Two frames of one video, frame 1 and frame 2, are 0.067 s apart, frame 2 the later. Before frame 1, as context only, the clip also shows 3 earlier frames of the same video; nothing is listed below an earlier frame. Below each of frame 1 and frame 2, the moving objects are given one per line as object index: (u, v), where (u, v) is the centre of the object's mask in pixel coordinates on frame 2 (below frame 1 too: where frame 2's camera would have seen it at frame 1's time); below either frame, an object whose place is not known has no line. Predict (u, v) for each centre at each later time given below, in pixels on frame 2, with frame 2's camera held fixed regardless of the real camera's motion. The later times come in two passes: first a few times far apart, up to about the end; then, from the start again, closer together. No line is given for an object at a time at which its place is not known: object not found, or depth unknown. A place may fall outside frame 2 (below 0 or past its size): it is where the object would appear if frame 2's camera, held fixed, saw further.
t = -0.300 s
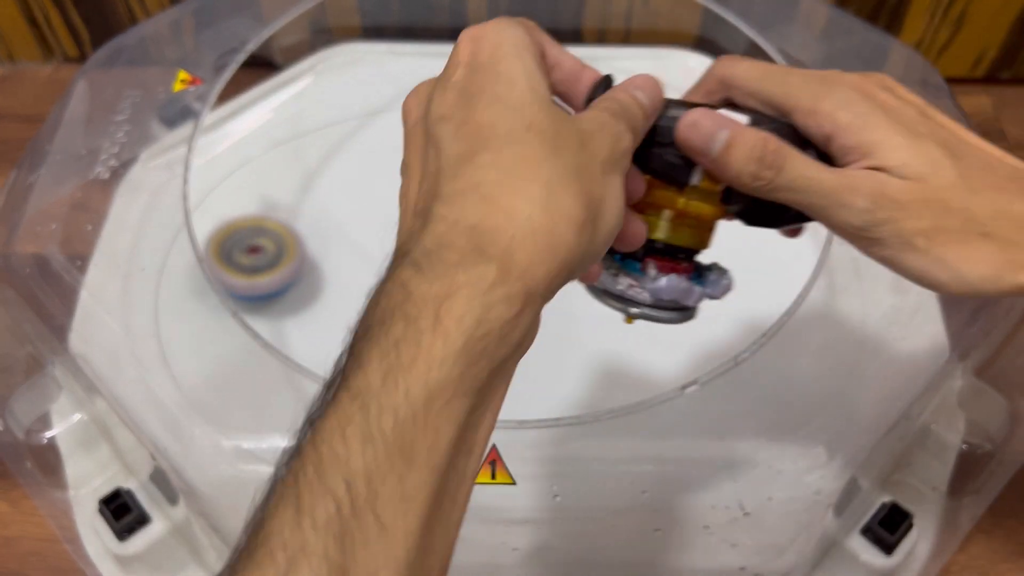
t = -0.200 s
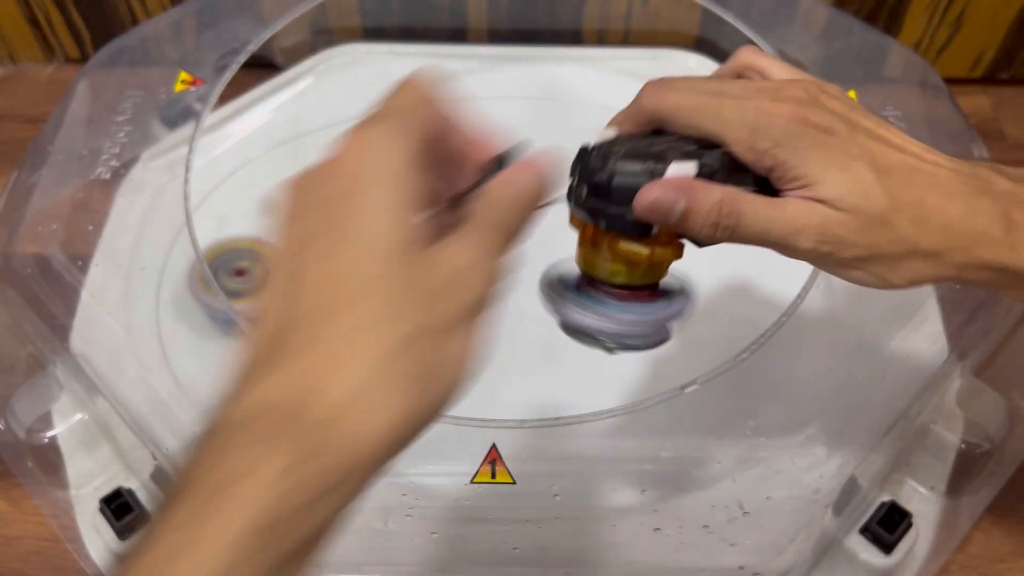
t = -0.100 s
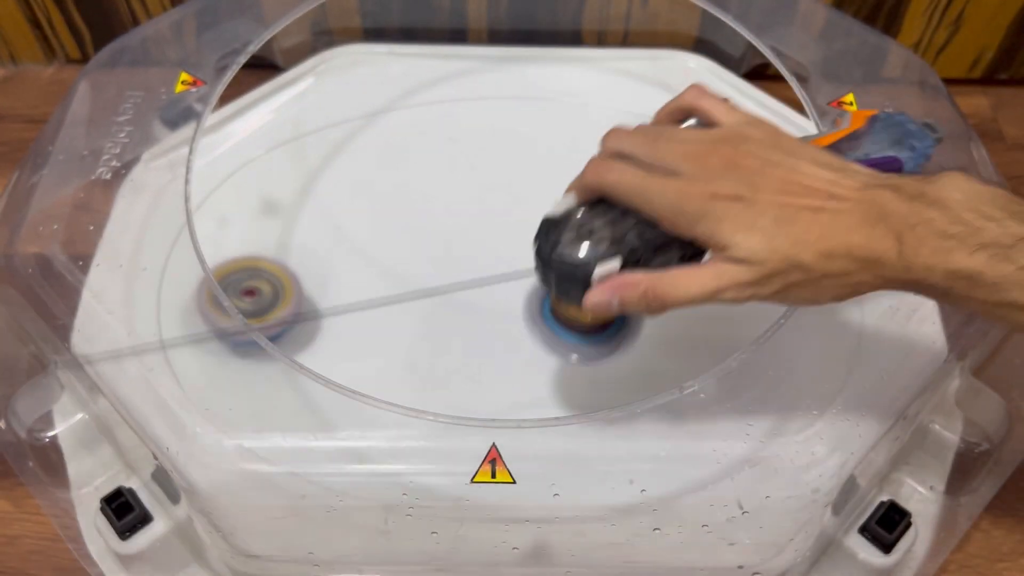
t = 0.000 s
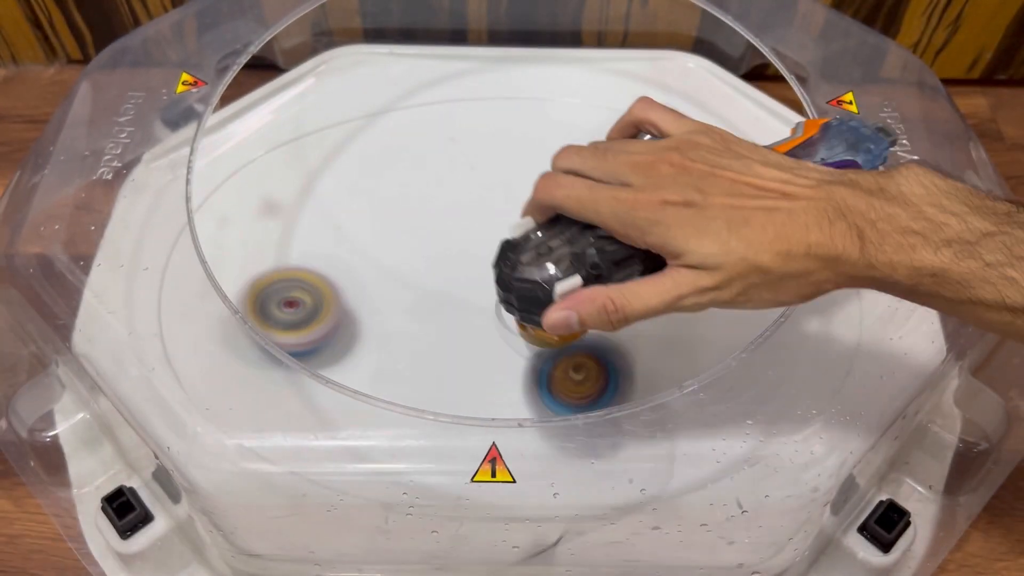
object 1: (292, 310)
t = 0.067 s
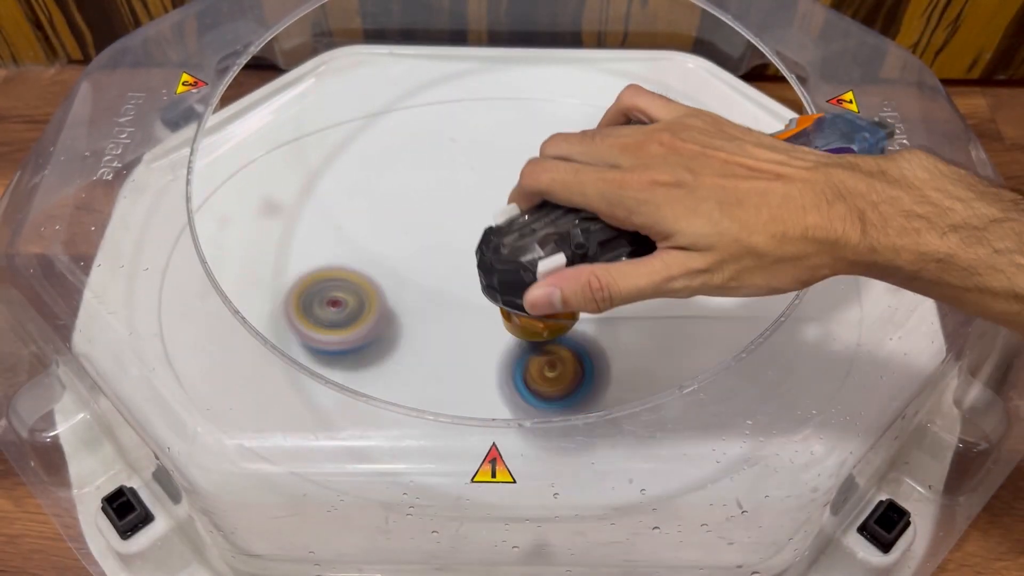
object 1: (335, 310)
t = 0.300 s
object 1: (419, 172)
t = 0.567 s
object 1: (299, 88)
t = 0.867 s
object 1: (169, 329)
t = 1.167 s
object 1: (479, 382)
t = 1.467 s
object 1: (551, 291)
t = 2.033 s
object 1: (205, 264)
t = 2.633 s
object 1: (489, 214)
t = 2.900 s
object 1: (463, 208)
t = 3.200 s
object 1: (467, 236)
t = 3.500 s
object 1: (564, 225)
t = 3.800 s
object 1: (594, 214)
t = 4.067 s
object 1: (609, 238)
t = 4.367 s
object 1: (629, 283)
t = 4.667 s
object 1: (695, 311)
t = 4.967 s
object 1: (725, 269)
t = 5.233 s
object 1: (581, 243)
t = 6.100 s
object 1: (674, 329)
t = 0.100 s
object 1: (359, 307)
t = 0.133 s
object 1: (384, 301)
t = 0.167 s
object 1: (408, 294)
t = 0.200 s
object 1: (431, 284)
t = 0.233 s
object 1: (431, 249)
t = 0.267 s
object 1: (426, 209)
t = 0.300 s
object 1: (419, 172)
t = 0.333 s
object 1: (410, 139)
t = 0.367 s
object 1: (400, 108)
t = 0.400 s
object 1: (388, 79)
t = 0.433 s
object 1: (376, 55)
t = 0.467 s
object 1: (359, 44)
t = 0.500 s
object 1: (340, 58)
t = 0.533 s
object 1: (319, 71)
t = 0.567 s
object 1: (299, 88)
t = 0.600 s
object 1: (275, 107)
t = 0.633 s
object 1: (252, 128)
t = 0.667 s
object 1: (228, 149)
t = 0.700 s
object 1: (208, 177)
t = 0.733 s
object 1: (194, 215)
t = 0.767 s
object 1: (180, 245)
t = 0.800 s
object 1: (171, 275)
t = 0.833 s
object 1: (167, 303)
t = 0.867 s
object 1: (169, 329)
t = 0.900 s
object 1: (174, 346)
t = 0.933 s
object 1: (187, 371)
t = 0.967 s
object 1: (211, 380)
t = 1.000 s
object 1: (242, 395)
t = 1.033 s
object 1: (281, 395)
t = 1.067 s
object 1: (320, 397)
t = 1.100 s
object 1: (366, 391)
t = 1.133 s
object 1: (422, 388)
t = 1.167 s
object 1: (479, 382)
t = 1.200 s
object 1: (528, 373)
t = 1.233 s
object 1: (583, 357)
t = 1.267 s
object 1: (636, 334)
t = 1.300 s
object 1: (680, 305)
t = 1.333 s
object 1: (723, 277)
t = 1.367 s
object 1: (694, 261)
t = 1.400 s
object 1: (648, 260)
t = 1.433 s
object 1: (595, 271)
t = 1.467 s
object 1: (551, 291)
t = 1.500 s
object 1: (497, 283)
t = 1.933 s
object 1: (125, 267)
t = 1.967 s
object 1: (152, 264)
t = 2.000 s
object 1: (179, 265)
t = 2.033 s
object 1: (205, 264)
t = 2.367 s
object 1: (413, 261)
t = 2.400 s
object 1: (427, 256)
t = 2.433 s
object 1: (441, 249)
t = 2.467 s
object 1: (452, 242)
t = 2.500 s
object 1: (462, 236)
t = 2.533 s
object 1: (474, 230)
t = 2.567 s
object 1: (481, 224)
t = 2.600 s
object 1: (486, 218)
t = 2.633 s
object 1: (489, 214)
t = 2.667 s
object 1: (493, 209)
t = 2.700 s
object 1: (494, 209)
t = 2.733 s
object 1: (492, 204)
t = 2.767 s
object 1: (491, 210)
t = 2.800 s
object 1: (485, 206)
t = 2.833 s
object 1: (479, 209)
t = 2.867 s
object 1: (470, 209)
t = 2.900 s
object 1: (463, 208)
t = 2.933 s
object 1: (458, 211)
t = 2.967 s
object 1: (454, 217)
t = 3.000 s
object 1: (448, 221)
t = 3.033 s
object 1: (443, 223)
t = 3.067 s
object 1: (440, 226)
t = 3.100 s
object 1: (441, 227)
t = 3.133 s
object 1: (448, 230)
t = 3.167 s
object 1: (456, 233)
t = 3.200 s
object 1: (467, 236)
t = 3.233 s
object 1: (481, 233)
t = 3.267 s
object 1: (496, 233)
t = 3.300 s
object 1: (510, 233)
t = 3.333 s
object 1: (521, 231)
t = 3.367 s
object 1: (531, 233)
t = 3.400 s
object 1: (538, 232)
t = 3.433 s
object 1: (547, 230)
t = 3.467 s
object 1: (555, 228)
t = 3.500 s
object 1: (564, 225)
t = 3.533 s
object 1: (572, 222)
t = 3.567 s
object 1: (580, 218)
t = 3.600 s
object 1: (587, 213)
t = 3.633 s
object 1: (592, 209)
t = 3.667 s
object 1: (594, 207)
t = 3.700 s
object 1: (594, 207)
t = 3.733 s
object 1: (595, 209)
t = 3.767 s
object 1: (595, 211)
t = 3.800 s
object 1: (594, 214)
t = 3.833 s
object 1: (594, 217)
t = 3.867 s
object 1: (595, 220)
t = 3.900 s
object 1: (596, 223)
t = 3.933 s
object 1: (598, 225)
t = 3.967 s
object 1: (601, 228)
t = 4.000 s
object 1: (604, 230)
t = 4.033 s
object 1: (607, 234)
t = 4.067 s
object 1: (609, 238)
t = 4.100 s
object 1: (611, 243)
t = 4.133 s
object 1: (613, 246)
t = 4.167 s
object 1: (615, 252)
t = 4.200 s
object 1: (617, 256)
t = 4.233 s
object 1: (619, 261)
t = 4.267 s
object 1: (621, 267)
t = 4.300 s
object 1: (623, 272)
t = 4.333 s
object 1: (626, 277)
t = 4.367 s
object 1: (629, 283)
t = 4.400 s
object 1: (634, 288)
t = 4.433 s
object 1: (639, 292)
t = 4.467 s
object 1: (645, 297)
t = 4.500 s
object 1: (652, 301)
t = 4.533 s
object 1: (660, 305)
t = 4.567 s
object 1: (669, 308)
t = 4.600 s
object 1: (678, 310)
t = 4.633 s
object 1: (686, 311)
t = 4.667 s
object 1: (695, 311)
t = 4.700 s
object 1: (705, 311)
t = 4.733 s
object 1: (713, 309)
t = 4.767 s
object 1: (720, 305)
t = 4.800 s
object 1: (726, 301)
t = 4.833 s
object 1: (731, 297)
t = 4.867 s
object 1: (734, 291)
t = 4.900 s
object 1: (735, 285)
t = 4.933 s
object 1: (731, 277)
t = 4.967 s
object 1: (725, 269)
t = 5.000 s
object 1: (716, 263)
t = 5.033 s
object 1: (703, 257)
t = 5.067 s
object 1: (686, 252)
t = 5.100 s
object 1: (667, 249)
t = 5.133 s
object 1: (645, 246)
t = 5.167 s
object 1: (624, 244)
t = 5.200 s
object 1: (603, 243)
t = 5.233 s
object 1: (581, 243)
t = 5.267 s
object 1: (557, 243)
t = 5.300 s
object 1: (533, 245)
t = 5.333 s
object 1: (508, 250)
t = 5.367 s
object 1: (485, 258)
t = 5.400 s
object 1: (462, 268)
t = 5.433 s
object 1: (442, 281)
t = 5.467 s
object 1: (425, 297)
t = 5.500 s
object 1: (411, 315)
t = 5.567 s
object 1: (393, 351)
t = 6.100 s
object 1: (674, 329)
